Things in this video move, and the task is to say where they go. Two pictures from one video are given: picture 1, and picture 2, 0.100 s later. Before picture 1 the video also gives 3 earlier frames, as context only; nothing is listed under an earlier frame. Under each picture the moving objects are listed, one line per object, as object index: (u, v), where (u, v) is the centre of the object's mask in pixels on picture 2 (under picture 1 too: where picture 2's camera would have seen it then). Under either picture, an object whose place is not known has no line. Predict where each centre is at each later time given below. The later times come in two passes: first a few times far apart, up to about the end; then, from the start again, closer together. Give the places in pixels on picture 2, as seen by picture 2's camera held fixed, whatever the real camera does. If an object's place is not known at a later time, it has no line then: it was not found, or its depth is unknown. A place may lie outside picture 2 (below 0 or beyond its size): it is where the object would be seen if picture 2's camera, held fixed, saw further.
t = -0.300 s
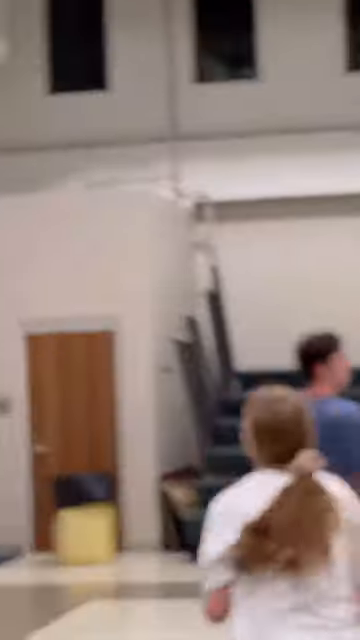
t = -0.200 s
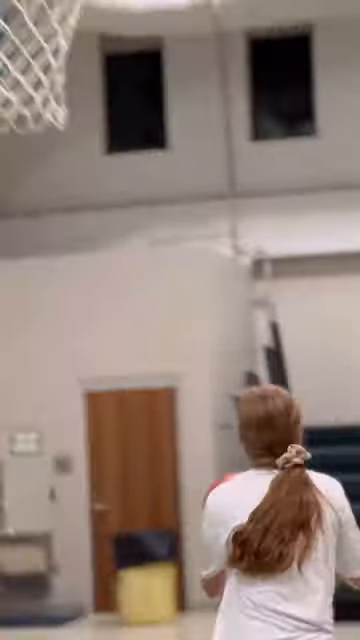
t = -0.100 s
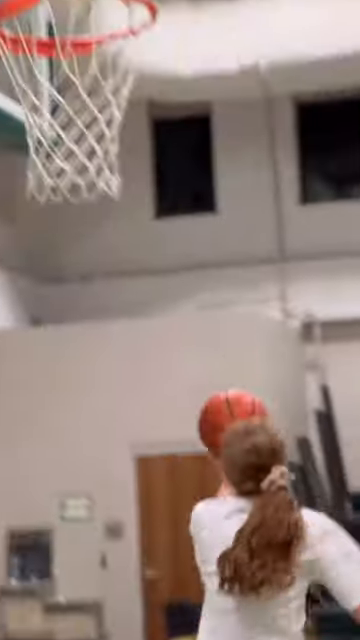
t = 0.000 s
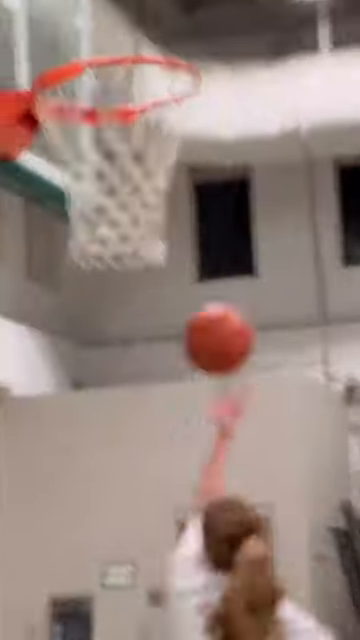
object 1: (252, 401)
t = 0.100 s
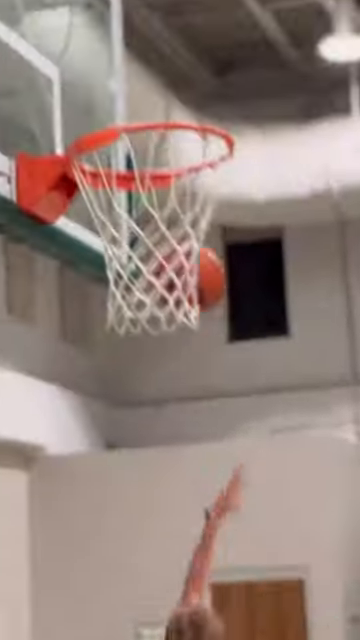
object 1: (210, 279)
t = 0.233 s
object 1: (114, 151)
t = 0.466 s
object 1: (148, 92)
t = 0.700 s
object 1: (146, 223)
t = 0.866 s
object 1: (115, 349)
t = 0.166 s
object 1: (145, 206)
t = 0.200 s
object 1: (125, 181)
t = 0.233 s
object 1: (114, 151)
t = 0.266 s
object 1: (104, 130)
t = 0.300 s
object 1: (112, 121)
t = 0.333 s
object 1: (116, 104)
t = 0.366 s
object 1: (124, 98)
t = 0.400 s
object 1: (132, 94)
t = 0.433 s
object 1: (140, 92)
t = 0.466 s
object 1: (148, 92)
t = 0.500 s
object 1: (156, 95)
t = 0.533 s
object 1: (164, 107)
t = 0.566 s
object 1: (173, 120)
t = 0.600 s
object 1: (179, 140)
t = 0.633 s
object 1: (168, 165)
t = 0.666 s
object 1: (157, 193)
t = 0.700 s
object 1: (146, 223)
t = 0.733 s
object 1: (138, 254)
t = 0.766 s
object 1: (130, 278)
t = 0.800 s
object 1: (125, 298)
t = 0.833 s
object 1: (120, 323)
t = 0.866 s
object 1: (115, 349)
